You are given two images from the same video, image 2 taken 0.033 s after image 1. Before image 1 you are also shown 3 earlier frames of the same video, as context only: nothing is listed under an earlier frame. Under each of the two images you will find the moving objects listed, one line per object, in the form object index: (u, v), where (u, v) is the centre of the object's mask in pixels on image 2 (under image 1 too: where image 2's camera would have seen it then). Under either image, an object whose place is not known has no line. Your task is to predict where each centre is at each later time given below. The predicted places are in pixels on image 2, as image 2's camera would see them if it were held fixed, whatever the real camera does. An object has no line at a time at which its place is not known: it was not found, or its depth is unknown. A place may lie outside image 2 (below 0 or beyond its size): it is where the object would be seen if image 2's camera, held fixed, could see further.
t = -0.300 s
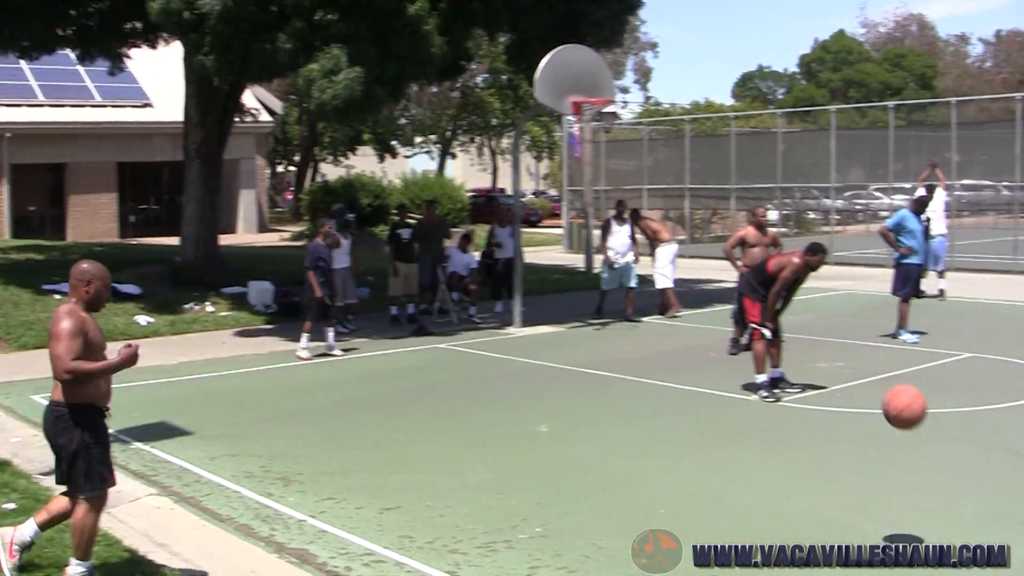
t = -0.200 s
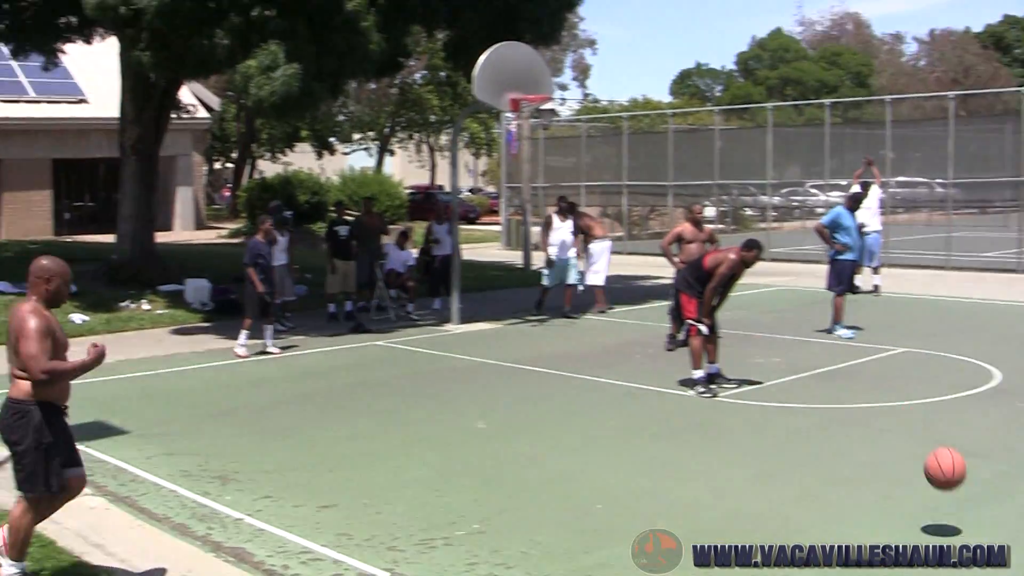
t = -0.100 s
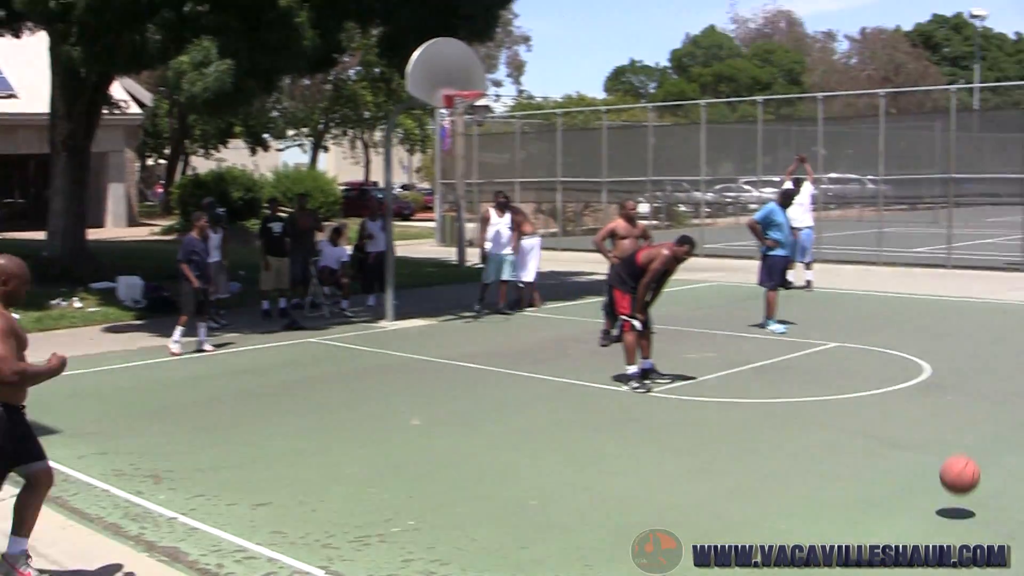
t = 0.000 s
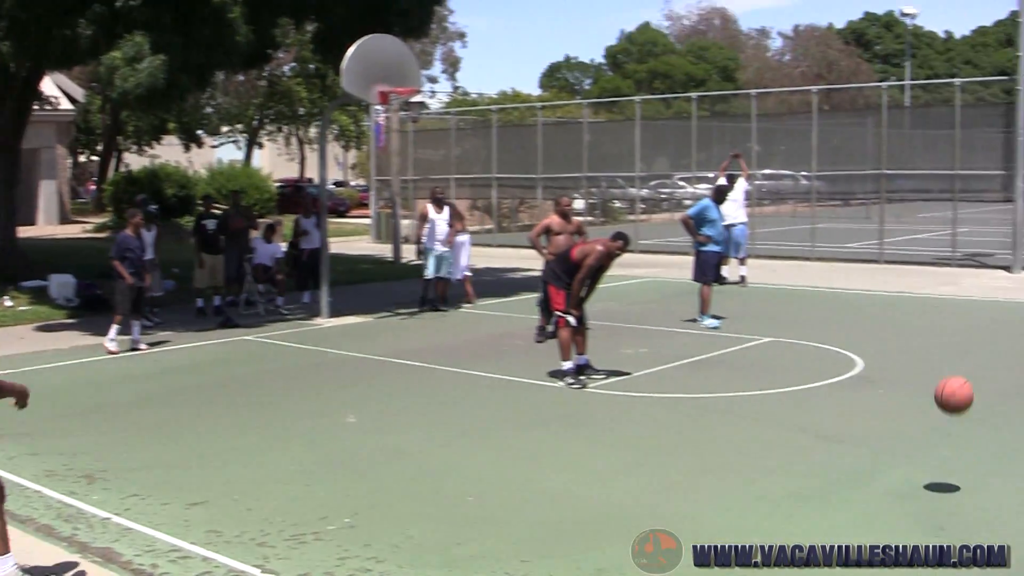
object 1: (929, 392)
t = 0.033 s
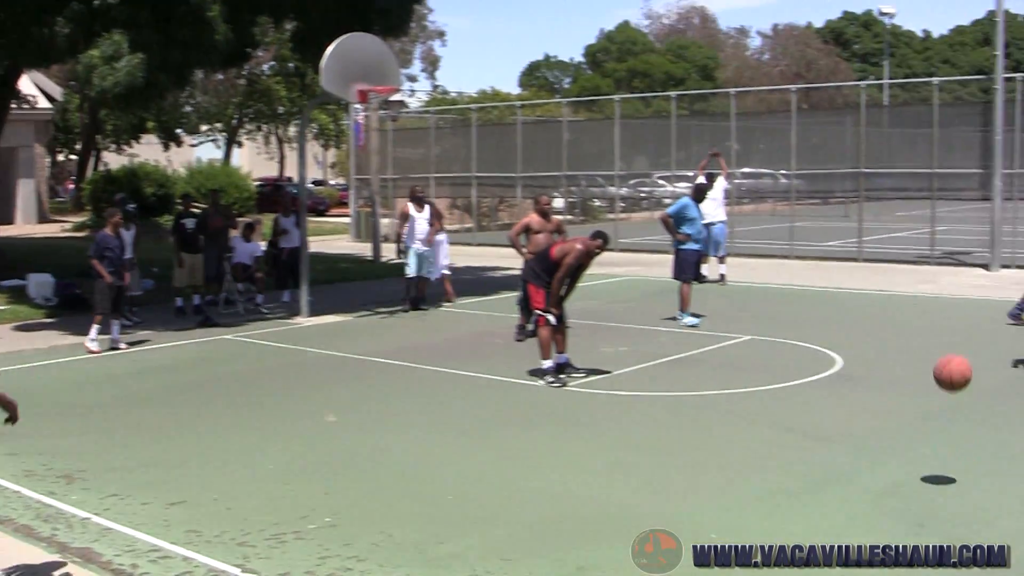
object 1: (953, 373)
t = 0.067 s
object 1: (975, 355)
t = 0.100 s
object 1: (996, 339)
